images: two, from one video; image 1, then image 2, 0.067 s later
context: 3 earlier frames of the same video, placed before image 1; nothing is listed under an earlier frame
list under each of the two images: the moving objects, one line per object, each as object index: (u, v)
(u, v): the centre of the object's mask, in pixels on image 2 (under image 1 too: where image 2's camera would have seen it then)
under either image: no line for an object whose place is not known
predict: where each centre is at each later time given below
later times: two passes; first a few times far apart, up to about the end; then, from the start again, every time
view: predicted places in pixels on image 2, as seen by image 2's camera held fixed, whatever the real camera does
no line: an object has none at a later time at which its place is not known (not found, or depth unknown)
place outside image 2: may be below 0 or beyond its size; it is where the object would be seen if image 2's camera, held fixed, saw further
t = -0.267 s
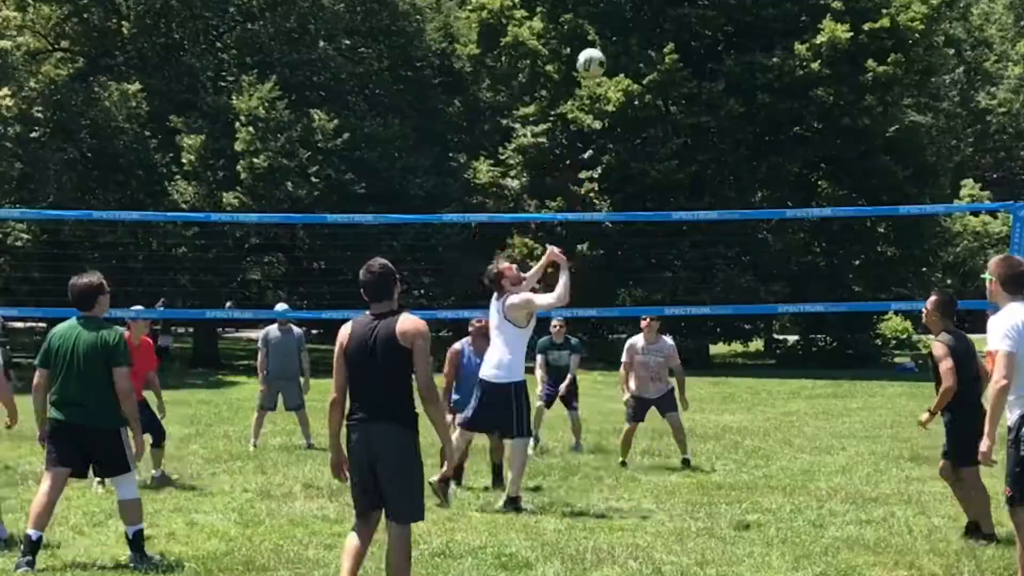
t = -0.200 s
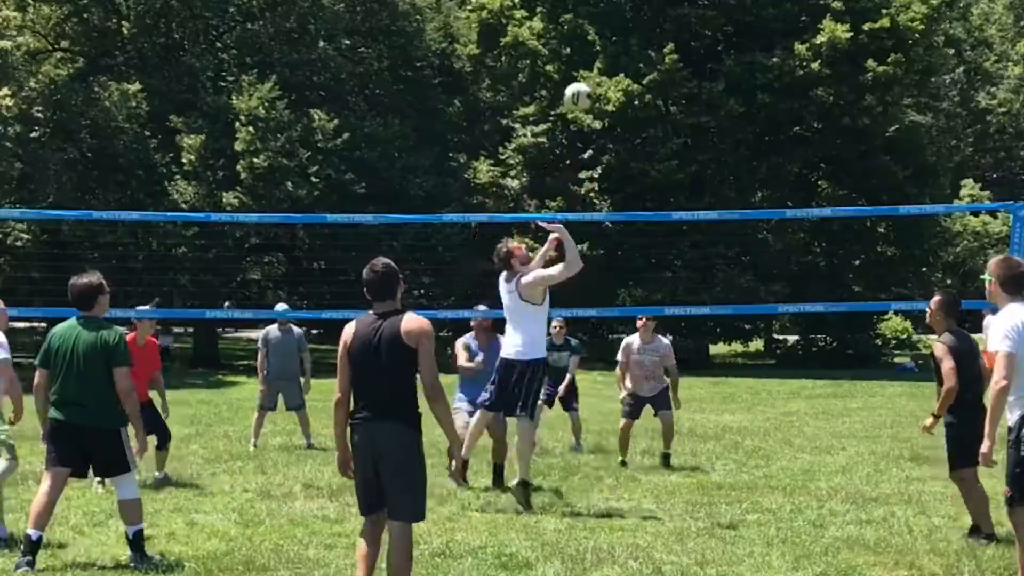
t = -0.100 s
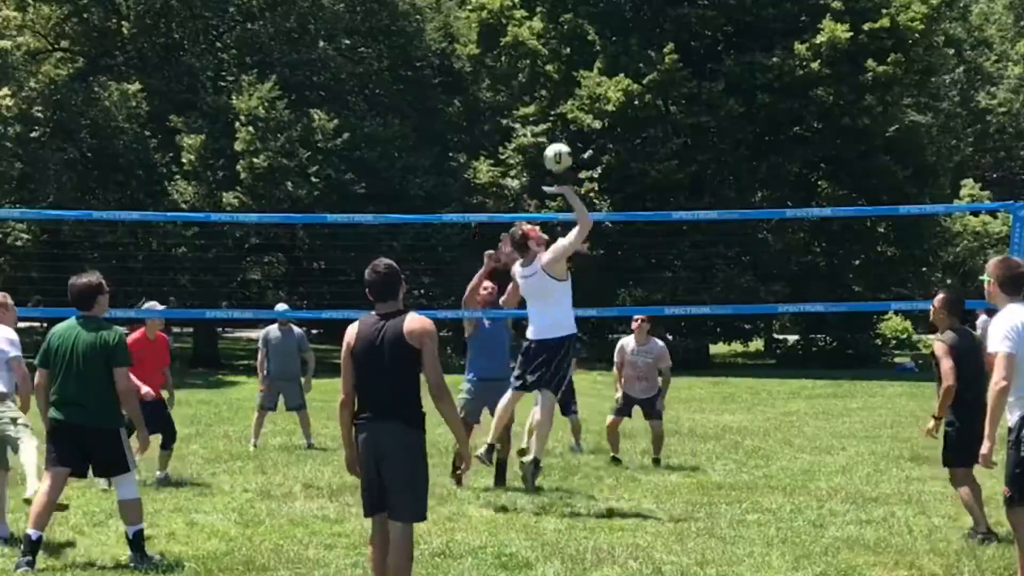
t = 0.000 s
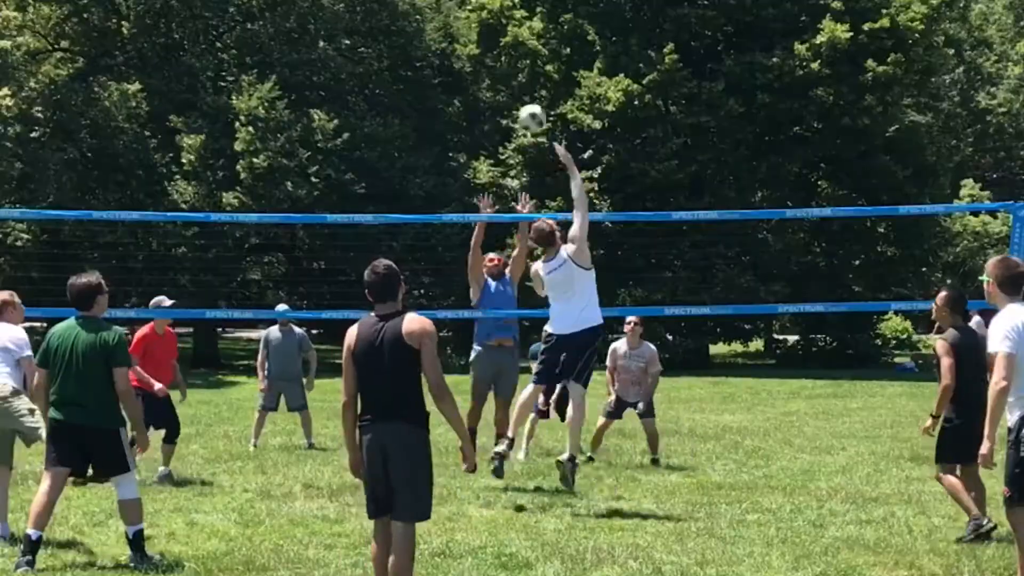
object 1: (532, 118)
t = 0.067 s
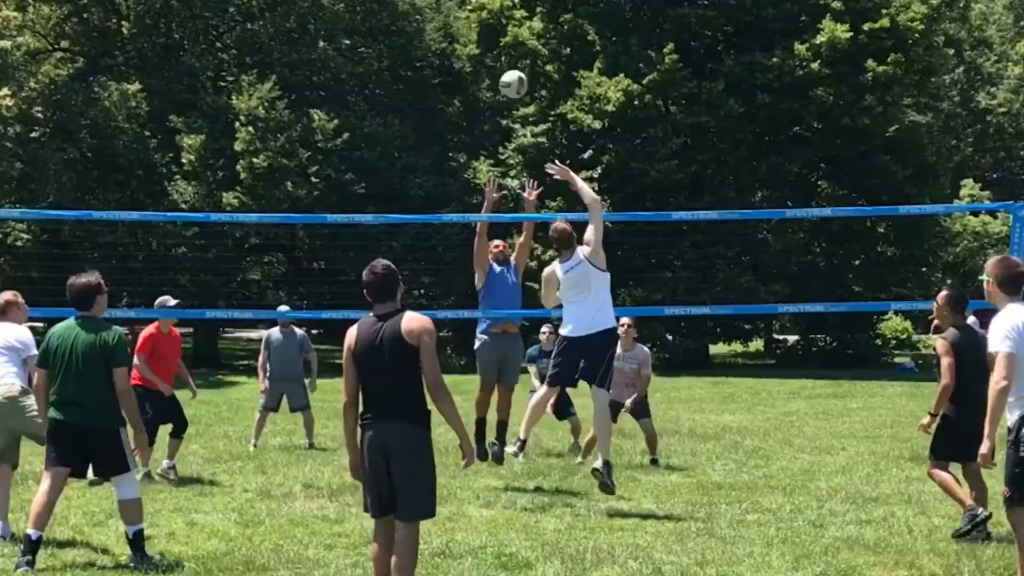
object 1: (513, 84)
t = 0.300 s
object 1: (453, 16)
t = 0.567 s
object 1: (391, 27)
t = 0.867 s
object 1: (331, 127)
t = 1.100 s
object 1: (290, 256)
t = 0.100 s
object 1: (504, 69)
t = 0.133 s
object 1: (495, 57)
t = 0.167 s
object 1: (486, 45)
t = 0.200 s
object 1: (478, 36)
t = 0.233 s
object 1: (470, 29)
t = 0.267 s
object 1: (461, 22)
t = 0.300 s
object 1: (453, 16)
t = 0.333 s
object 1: (445, 12)
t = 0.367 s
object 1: (438, 11)
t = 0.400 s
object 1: (429, 11)
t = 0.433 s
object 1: (421, 12)
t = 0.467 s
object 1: (414, 14)
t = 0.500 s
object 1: (406, 17)
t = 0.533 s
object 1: (398, 22)
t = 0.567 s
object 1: (391, 27)
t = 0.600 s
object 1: (384, 34)
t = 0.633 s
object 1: (377, 42)
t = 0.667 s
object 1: (370, 51)
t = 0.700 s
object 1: (364, 62)
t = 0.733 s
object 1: (357, 73)
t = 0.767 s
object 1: (350, 85)
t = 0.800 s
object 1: (344, 98)
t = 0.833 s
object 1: (337, 112)
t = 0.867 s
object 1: (331, 127)
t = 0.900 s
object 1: (325, 143)
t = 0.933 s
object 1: (318, 160)
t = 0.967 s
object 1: (313, 178)
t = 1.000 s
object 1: (307, 196)
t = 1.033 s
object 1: (301, 210)
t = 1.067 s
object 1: (296, 236)
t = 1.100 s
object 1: (290, 256)
